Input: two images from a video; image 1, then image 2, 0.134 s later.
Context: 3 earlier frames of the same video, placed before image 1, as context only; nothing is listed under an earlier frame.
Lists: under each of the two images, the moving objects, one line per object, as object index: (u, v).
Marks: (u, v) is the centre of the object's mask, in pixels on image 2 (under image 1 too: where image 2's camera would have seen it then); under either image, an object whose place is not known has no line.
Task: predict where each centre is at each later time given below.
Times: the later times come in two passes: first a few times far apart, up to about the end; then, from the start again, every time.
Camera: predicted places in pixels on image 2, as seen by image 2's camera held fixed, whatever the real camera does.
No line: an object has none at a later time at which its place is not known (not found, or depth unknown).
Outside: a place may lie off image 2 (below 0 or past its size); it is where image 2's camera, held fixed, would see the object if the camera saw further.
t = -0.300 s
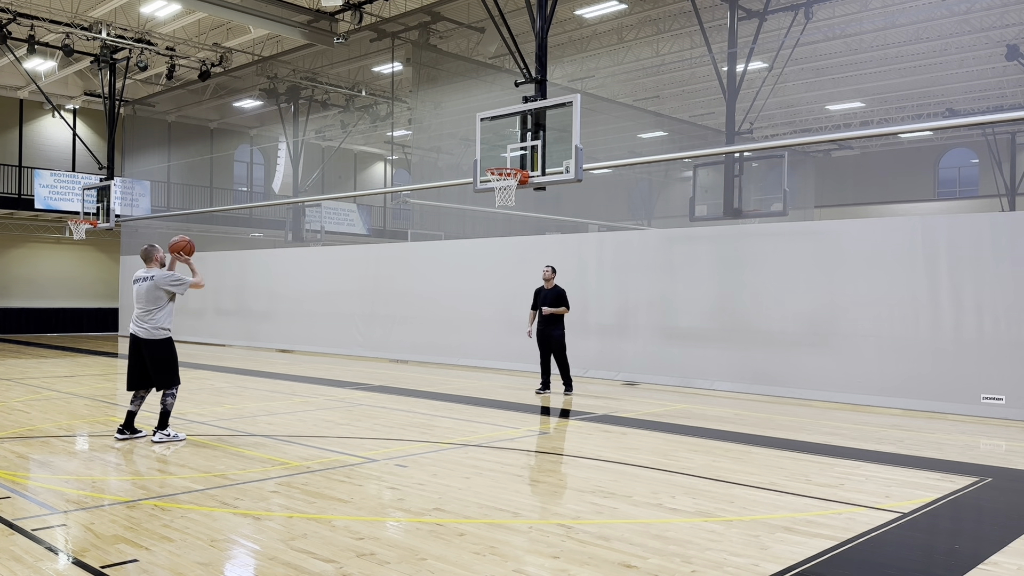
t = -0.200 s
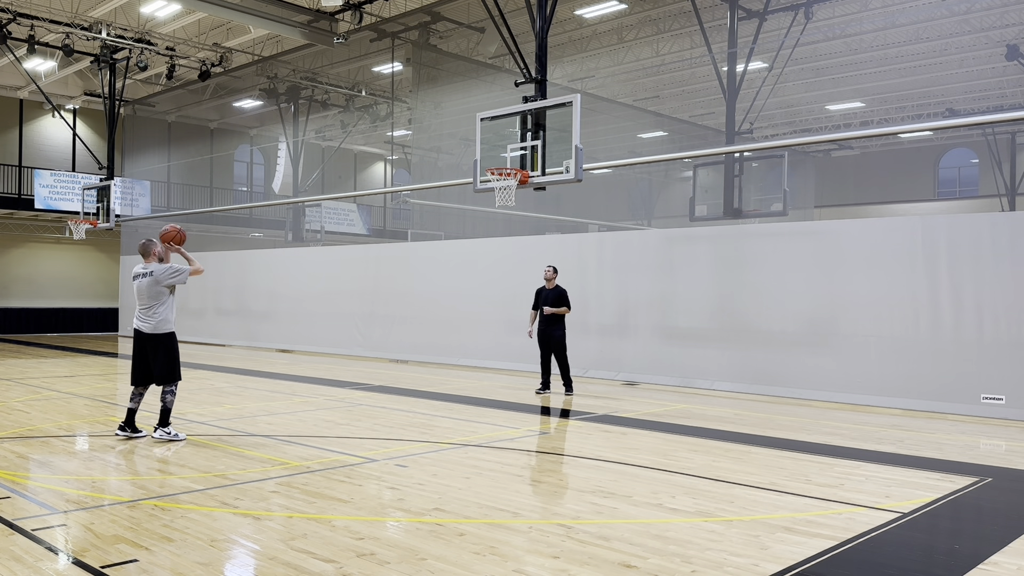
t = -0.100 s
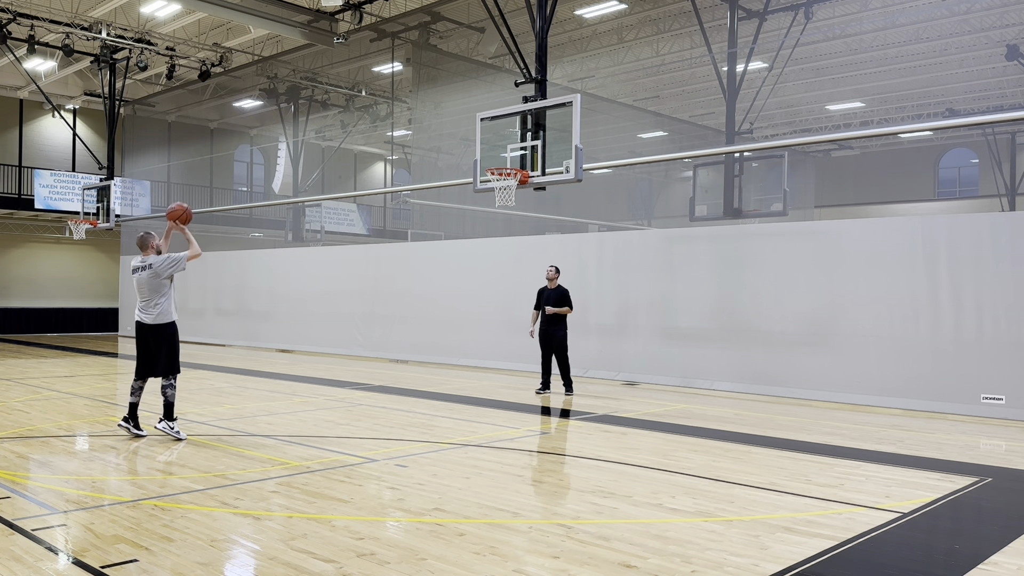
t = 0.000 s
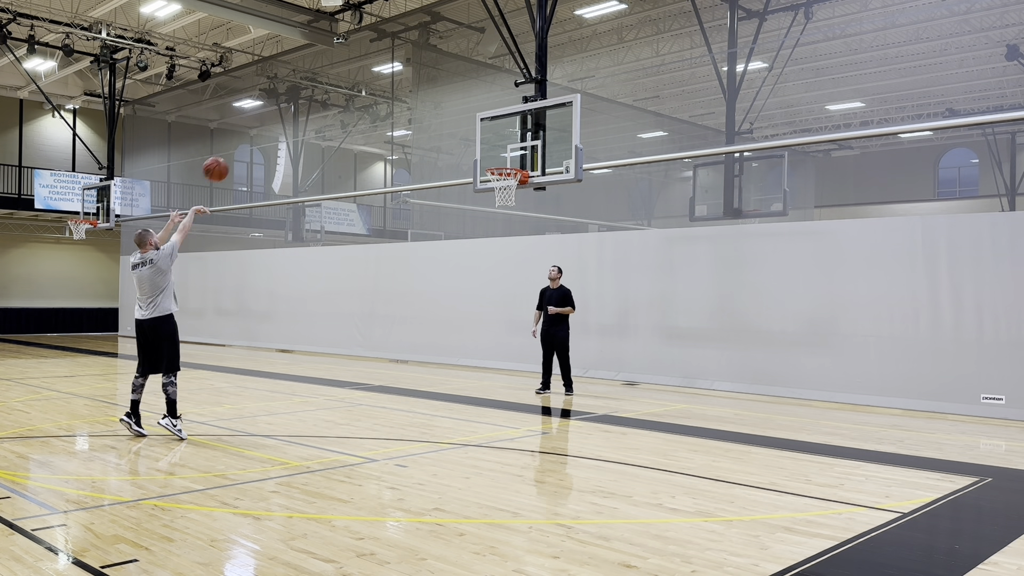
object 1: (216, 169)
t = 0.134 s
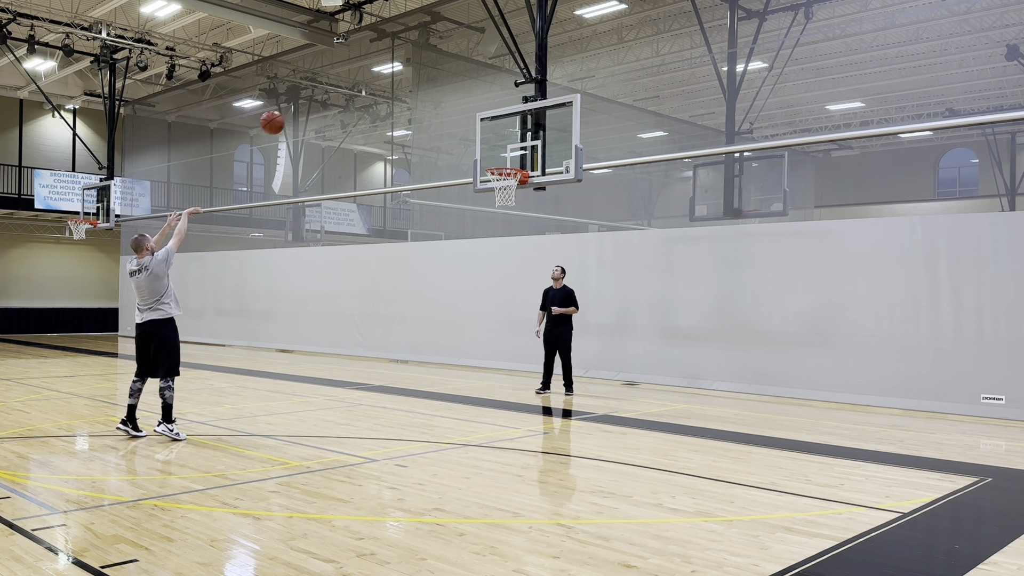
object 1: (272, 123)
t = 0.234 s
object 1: (311, 101)
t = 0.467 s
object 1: (386, 87)
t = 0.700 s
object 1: (455, 115)
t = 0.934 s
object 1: (510, 169)
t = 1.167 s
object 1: (494, 195)
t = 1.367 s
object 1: (488, 201)
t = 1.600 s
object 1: (488, 247)
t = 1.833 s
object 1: (488, 336)
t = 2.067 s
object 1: (491, 361)
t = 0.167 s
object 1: (285, 114)
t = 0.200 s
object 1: (298, 107)
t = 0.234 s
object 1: (311, 101)
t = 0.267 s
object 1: (323, 96)
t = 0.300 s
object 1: (335, 92)
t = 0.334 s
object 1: (347, 90)
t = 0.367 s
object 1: (359, 87)
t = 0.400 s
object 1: (364, 87)
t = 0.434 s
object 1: (375, 87)
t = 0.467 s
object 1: (386, 87)
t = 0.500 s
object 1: (397, 89)
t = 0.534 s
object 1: (407, 91)
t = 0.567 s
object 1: (417, 94)
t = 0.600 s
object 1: (427, 98)
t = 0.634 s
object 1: (437, 103)
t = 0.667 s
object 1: (446, 108)
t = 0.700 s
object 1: (455, 115)
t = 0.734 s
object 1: (465, 122)
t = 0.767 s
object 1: (473, 130)
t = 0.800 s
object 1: (482, 138)
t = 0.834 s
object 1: (491, 147)
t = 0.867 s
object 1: (499, 157)
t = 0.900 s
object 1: (506, 162)
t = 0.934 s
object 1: (510, 169)
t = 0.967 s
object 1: (512, 175)
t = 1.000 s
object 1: (508, 178)
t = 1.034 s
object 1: (503, 182)
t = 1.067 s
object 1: (501, 187)
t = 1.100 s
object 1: (497, 190)
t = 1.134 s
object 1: (494, 191)
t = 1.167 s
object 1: (494, 195)
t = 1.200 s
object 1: (492, 195)
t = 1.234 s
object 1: (491, 195)
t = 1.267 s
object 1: (490, 196)
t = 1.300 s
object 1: (489, 198)
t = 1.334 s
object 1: (488, 200)
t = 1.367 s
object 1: (488, 201)
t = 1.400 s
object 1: (488, 205)
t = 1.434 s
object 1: (488, 209)
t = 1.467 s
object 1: (488, 215)
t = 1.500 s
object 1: (488, 222)
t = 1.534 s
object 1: (488, 229)
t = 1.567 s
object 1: (488, 238)
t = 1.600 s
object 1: (488, 247)
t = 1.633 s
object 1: (488, 257)
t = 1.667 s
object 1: (488, 268)
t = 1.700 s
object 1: (488, 279)
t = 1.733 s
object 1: (488, 292)
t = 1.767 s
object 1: (488, 306)
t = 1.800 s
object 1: (488, 320)
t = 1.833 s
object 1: (488, 336)
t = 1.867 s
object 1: (487, 352)
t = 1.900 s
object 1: (487, 369)
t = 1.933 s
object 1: (487, 388)
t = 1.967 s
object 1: (487, 396)
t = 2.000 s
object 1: (488, 383)
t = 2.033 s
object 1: (490, 372)
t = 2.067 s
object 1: (491, 361)
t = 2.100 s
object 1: (492, 351)
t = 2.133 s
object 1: (493, 341)
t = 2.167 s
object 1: (495, 333)
